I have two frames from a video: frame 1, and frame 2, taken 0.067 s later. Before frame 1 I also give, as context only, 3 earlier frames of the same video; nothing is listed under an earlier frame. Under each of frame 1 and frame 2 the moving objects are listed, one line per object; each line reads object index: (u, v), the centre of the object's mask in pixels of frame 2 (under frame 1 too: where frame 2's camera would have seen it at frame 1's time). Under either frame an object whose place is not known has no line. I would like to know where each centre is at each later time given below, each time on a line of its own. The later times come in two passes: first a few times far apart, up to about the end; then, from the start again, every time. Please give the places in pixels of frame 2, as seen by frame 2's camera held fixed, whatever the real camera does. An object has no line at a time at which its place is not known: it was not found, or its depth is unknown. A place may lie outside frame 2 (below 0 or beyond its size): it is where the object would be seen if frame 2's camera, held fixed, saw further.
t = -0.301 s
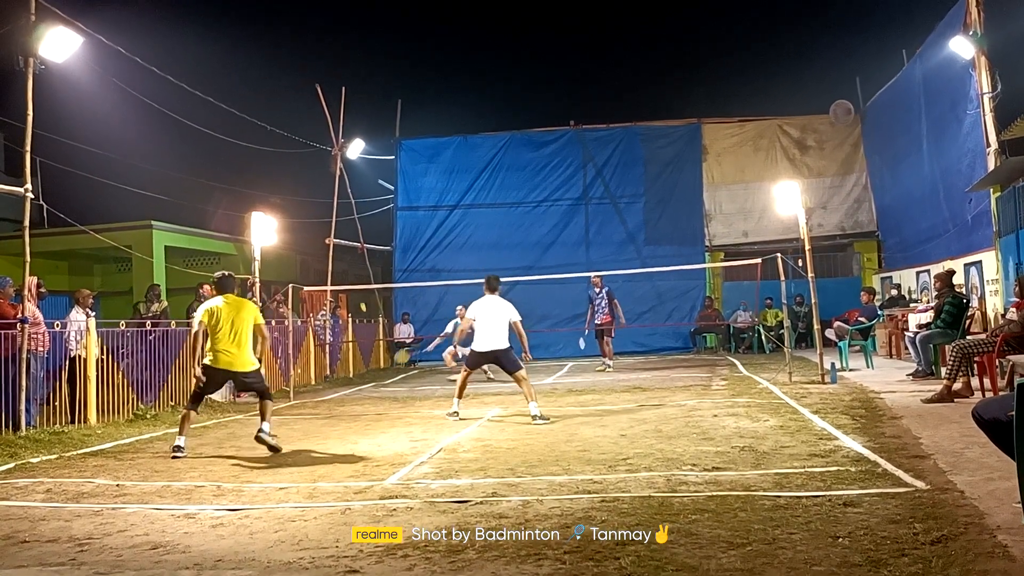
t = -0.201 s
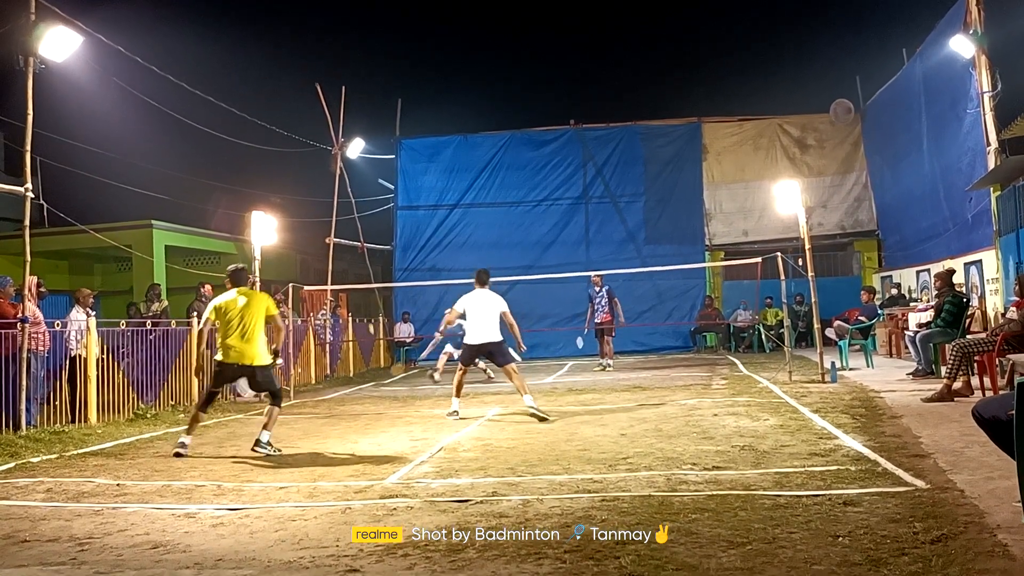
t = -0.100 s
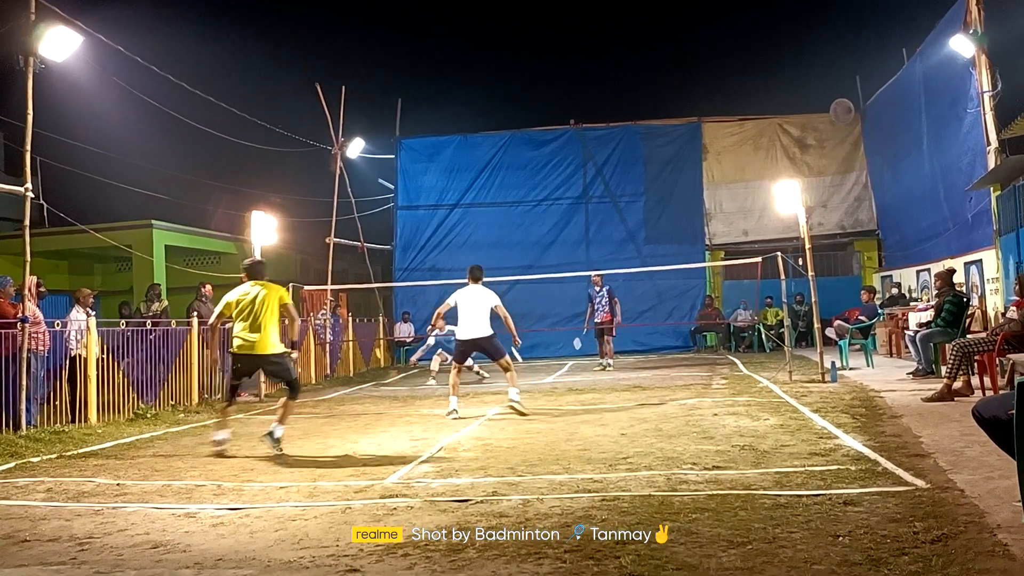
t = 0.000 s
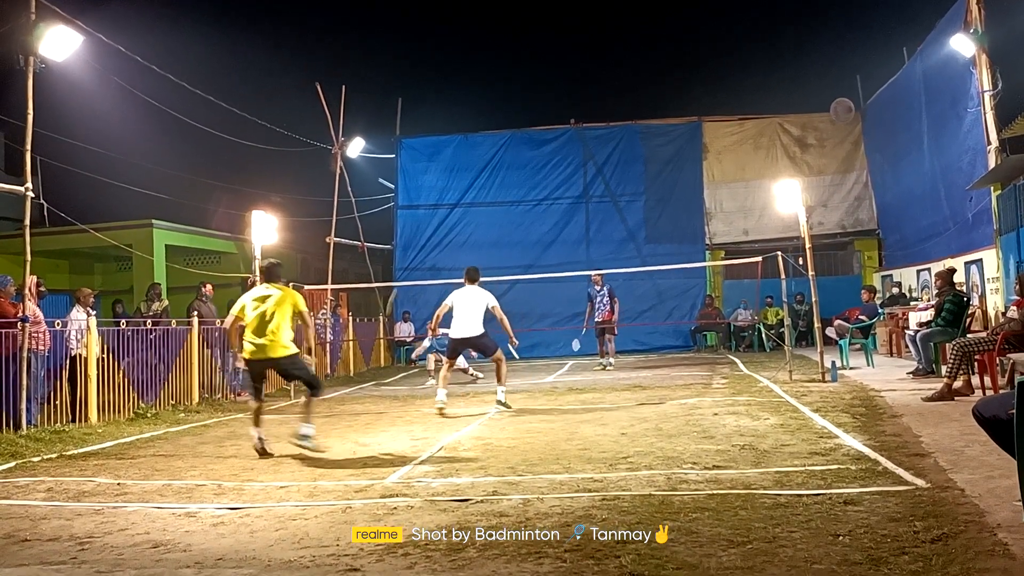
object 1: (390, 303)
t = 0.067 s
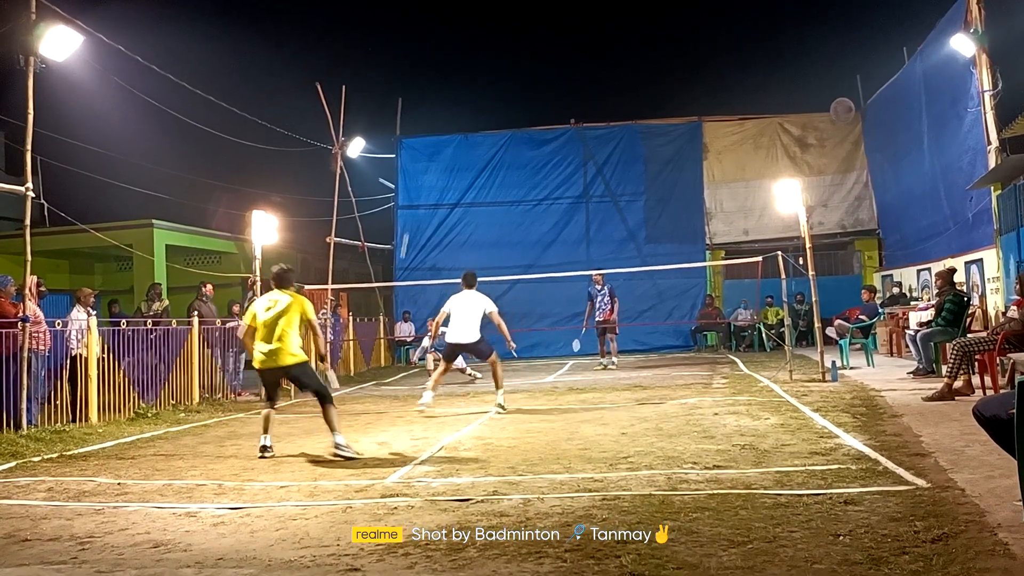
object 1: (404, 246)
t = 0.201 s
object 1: (425, 158)
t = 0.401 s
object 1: (453, 68)
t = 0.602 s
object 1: (481, 19)
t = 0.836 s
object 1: (514, 17)
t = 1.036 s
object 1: (545, 71)
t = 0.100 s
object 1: (410, 221)
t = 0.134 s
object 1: (415, 198)
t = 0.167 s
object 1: (420, 178)
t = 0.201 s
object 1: (425, 158)
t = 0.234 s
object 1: (430, 139)
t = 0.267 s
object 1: (435, 123)
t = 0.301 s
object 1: (439, 108)
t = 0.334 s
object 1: (444, 94)
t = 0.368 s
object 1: (448, 81)
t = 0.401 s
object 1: (453, 68)
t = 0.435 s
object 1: (458, 57)
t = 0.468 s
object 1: (462, 47)
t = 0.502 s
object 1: (467, 39)
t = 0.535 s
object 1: (472, 31)
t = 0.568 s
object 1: (476, 25)
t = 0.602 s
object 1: (481, 19)
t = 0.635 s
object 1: (486, 16)
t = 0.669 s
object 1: (490, 12)
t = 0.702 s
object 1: (495, 11)
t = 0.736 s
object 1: (500, 10)
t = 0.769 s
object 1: (505, 11)
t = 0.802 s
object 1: (510, 14)
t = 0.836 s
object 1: (514, 17)
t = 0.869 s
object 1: (520, 23)
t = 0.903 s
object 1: (525, 29)
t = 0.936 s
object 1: (530, 37)
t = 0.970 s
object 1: (535, 47)
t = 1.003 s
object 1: (540, 58)
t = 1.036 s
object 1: (545, 71)
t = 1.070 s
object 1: (550, 86)
